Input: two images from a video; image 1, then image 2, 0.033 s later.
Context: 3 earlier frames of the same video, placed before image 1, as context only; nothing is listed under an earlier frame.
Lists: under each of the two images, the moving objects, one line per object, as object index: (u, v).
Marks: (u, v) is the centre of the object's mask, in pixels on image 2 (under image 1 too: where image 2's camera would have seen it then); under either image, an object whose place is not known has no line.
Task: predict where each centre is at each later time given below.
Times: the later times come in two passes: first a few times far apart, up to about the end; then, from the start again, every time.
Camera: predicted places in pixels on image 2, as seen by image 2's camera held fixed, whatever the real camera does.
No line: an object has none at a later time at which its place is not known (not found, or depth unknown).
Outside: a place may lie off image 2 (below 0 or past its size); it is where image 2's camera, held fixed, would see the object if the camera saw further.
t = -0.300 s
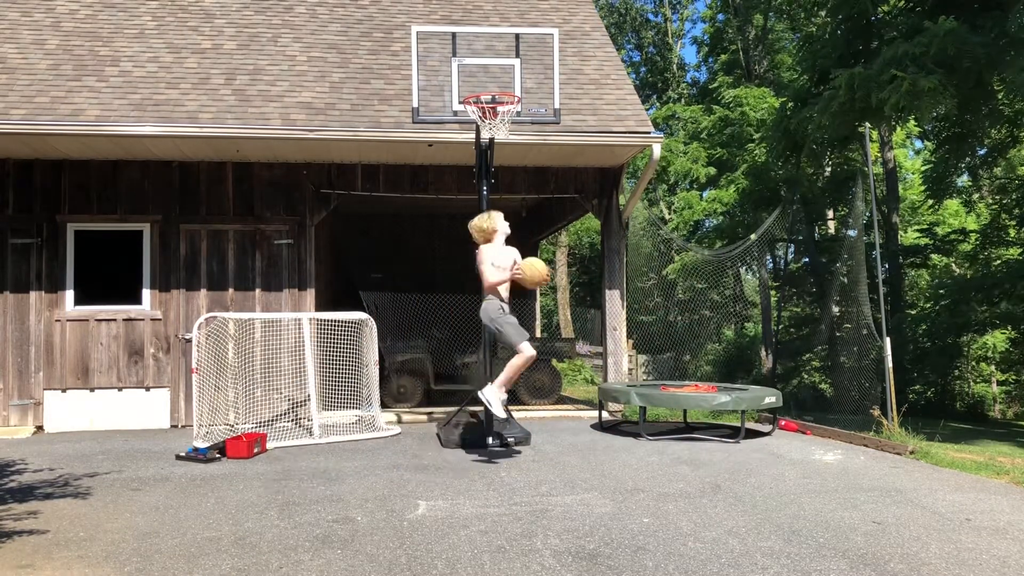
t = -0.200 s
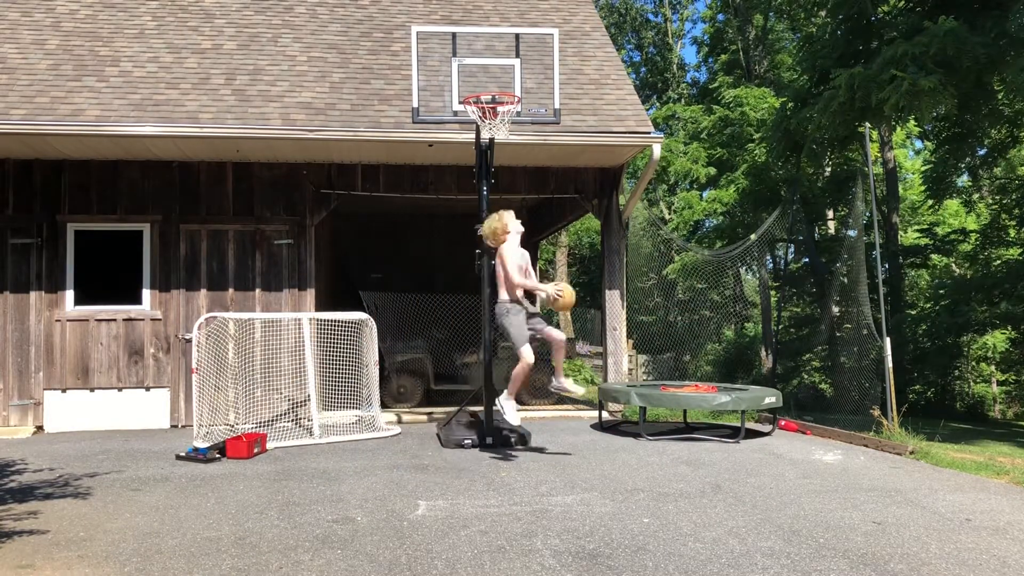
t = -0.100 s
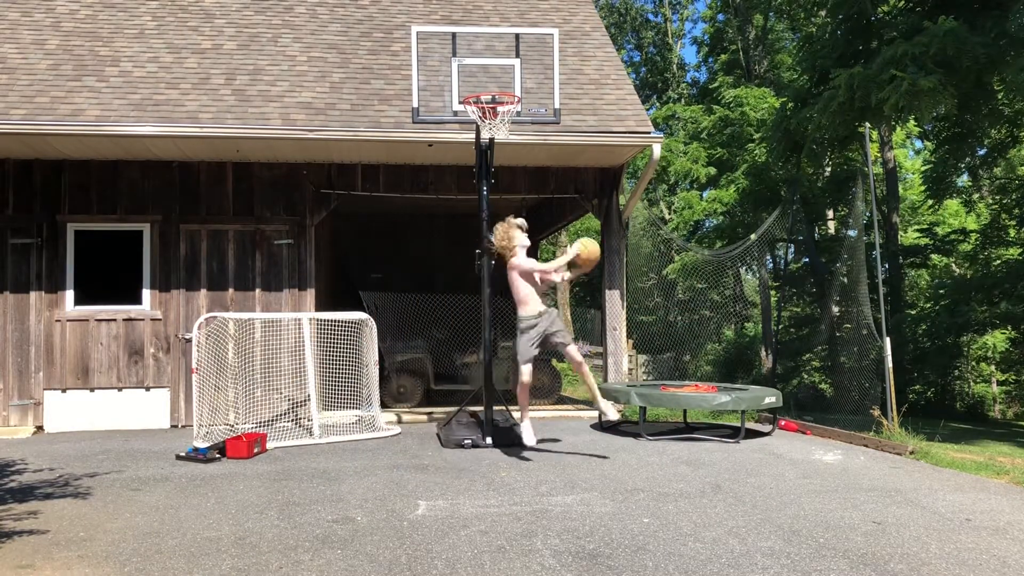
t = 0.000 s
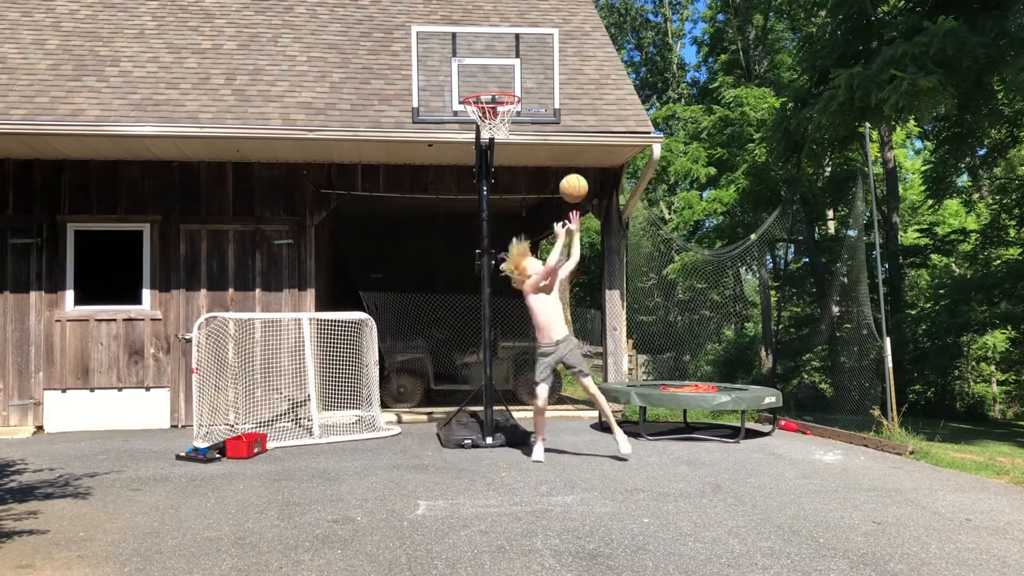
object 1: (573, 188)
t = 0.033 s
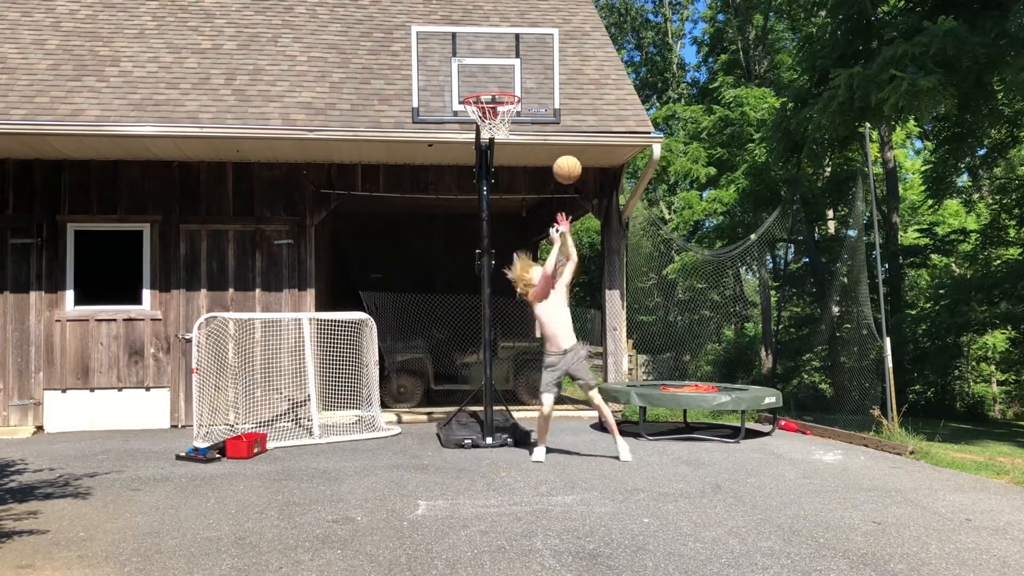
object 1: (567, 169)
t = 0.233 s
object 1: (529, 86)
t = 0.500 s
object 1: (494, 41)
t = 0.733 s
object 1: (483, 52)
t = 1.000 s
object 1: (499, 103)
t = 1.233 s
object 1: (486, 131)
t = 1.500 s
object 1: (490, 169)
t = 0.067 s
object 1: (561, 149)
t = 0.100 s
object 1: (554, 134)
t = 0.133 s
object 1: (547, 121)
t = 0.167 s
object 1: (541, 107)
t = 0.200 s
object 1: (535, 96)
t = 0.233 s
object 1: (529, 86)
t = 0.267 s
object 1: (523, 77)
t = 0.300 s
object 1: (517, 68)
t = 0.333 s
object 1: (512, 61)
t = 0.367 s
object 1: (506, 56)
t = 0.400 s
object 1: (500, 51)
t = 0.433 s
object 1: (498, 46)
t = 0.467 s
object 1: (496, 43)
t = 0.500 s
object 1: (494, 41)
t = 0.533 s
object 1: (493, 38)
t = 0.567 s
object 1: (491, 37)
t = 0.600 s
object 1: (489, 38)
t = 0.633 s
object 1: (488, 40)
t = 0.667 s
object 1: (486, 43)
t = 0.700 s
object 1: (484, 47)
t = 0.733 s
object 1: (483, 52)
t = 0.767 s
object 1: (481, 60)
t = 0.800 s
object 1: (480, 68)
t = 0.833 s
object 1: (478, 78)
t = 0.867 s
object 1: (478, 85)
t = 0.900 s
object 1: (482, 86)
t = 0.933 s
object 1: (490, 92)
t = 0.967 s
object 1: (494, 98)
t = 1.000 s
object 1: (499, 103)
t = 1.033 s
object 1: (500, 107)
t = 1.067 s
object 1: (496, 109)
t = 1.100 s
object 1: (494, 112)
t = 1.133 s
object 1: (491, 117)
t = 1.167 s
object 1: (489, 126)
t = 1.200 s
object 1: (487, 130)
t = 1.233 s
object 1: (486, 131)
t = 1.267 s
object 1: (486, 131)
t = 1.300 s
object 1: (486, 132)
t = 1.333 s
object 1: (487, 135)
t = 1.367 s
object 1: (487, 139)
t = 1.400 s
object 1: (488, 144)
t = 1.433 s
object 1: (488, 152)
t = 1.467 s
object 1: (489, 159)
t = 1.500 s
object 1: (490, 169)
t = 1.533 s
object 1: (490, 179)
